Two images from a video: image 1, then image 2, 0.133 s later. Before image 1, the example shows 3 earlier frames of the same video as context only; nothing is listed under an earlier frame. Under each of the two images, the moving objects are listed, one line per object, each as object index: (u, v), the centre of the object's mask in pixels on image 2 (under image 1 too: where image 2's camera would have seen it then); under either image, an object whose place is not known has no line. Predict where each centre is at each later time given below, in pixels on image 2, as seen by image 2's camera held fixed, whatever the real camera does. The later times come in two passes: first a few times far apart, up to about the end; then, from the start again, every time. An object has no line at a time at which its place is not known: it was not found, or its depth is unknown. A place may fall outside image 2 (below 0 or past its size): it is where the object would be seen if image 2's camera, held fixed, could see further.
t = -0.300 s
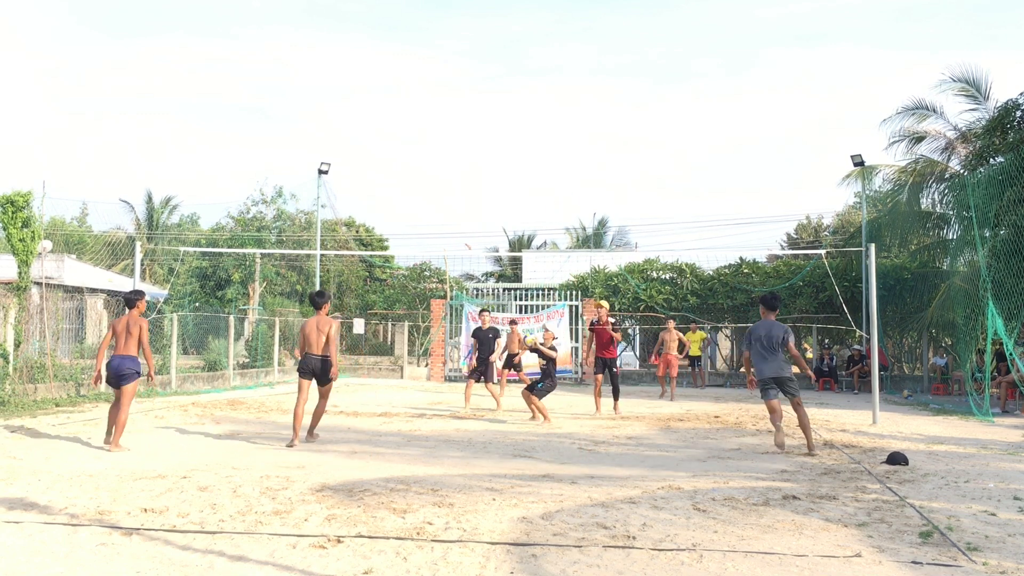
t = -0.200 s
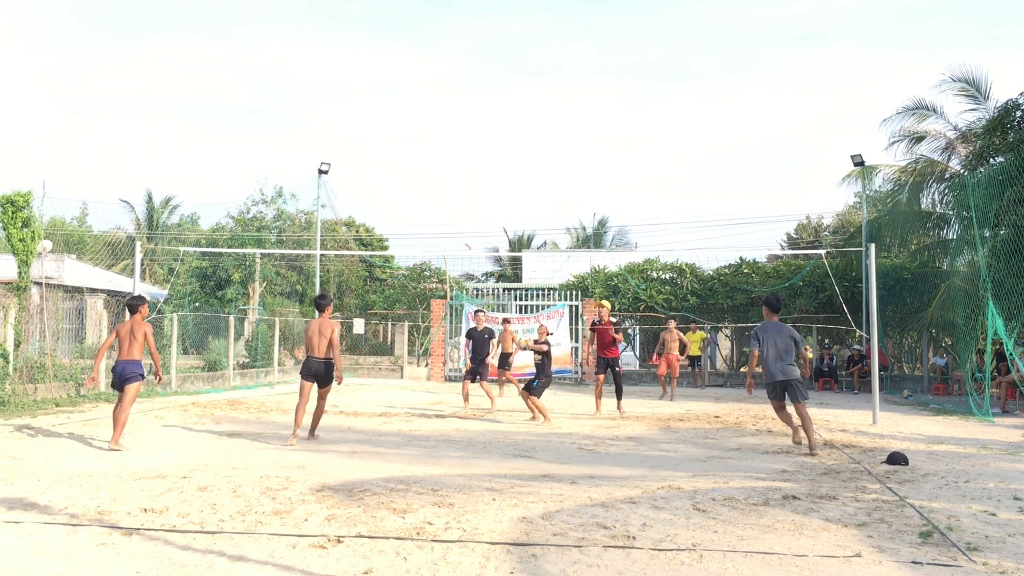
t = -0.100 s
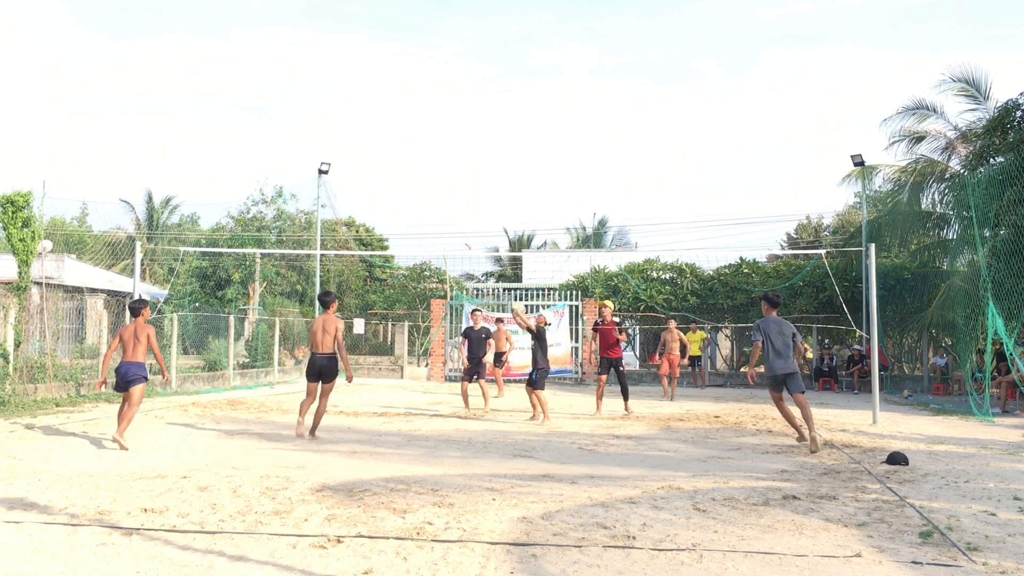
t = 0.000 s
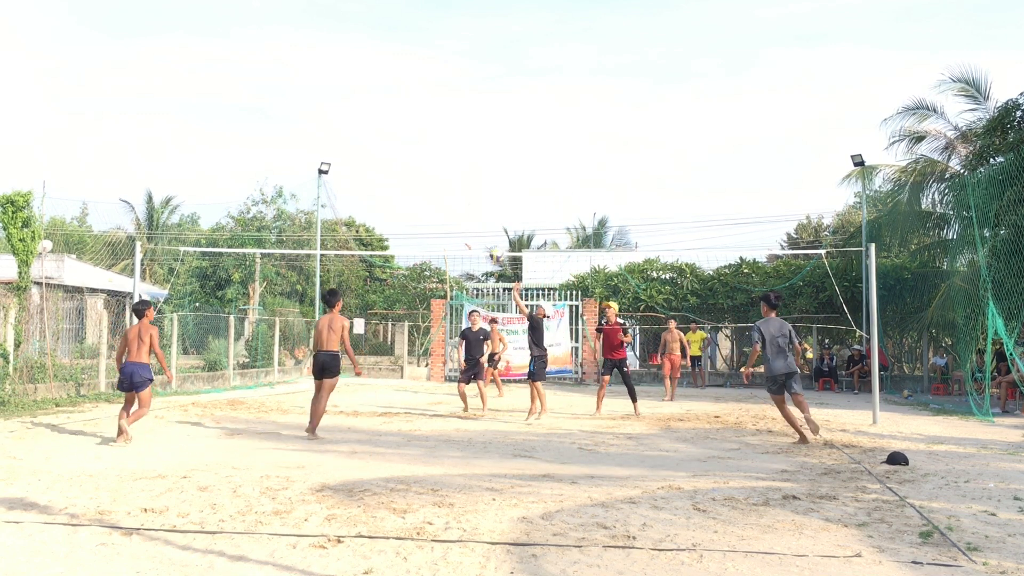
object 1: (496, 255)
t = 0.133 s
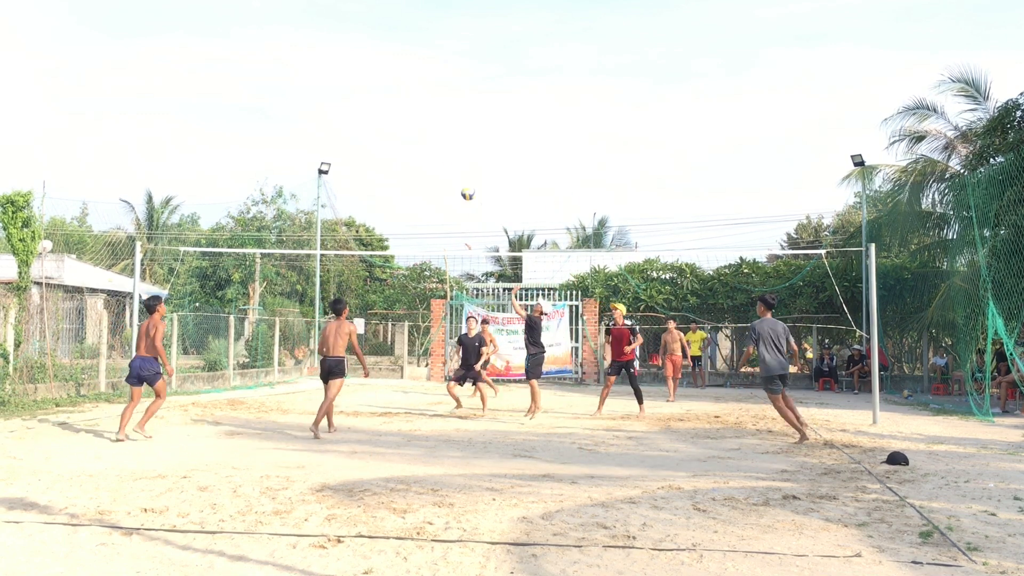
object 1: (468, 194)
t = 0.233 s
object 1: (447, 157)
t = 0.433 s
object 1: (409, 107)
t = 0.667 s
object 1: (365, 85)
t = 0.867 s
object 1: (328, 97)
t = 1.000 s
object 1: (304, 120)
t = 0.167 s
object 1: (460, 181)
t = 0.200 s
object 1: (454, 168)
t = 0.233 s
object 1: (447, 157)
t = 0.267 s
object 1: (441, 146)
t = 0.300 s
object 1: (434, 137)
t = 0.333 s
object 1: (428, 128)
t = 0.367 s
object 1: (421, 120)
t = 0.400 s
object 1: (415, 113)
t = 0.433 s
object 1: (409, 107)
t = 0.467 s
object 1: (402, 101)
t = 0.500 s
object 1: (396, 97)
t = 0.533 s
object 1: (390, 93)
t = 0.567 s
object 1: (383, 90)
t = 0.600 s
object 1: (377, 88)
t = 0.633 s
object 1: (371, 86)
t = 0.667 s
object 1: (365, 85)
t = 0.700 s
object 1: (359, 86)
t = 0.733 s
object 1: (353, 86)
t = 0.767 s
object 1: (346, 88)
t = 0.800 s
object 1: (340, 90)
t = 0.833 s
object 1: (334, 93)
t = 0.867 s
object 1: (328, 97)
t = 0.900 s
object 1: (322, 101)
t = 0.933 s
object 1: (316, 107)
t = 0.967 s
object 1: (310, 113)
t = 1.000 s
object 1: (304, 120)
